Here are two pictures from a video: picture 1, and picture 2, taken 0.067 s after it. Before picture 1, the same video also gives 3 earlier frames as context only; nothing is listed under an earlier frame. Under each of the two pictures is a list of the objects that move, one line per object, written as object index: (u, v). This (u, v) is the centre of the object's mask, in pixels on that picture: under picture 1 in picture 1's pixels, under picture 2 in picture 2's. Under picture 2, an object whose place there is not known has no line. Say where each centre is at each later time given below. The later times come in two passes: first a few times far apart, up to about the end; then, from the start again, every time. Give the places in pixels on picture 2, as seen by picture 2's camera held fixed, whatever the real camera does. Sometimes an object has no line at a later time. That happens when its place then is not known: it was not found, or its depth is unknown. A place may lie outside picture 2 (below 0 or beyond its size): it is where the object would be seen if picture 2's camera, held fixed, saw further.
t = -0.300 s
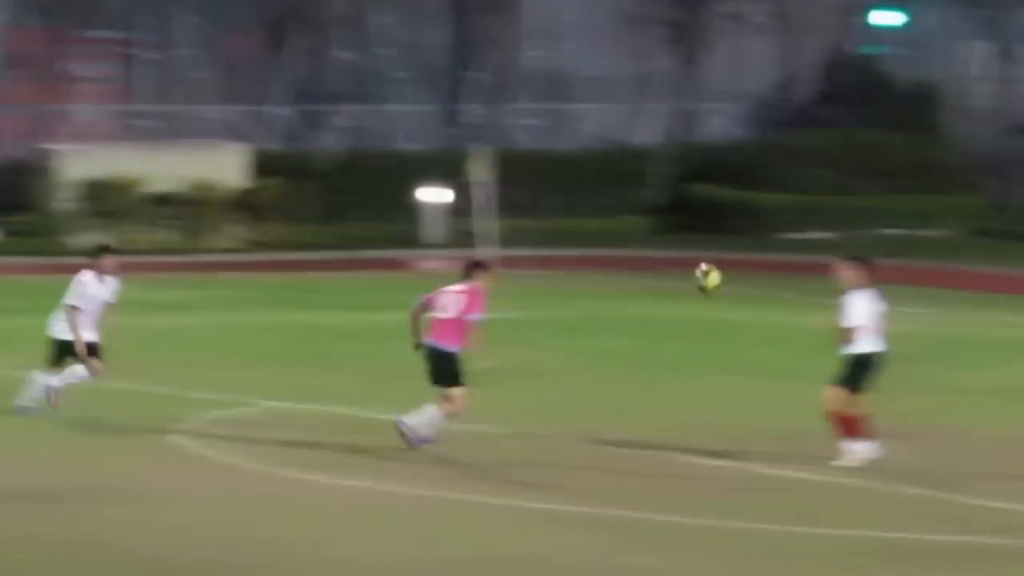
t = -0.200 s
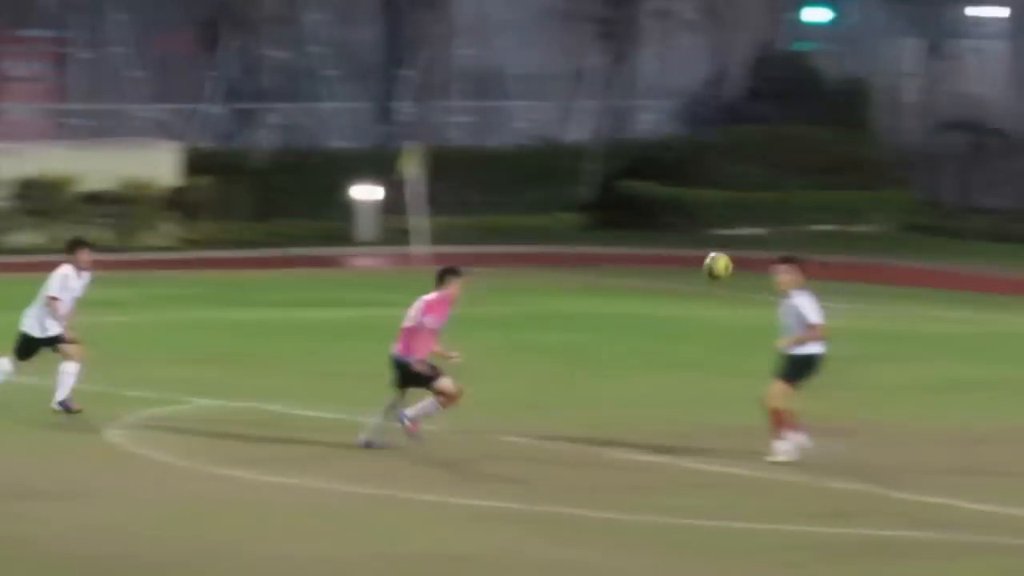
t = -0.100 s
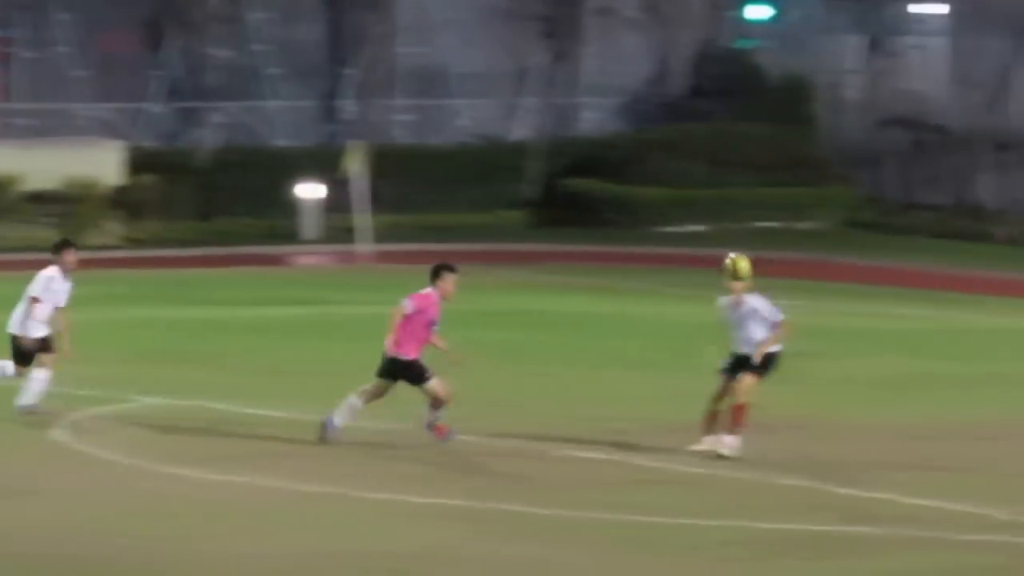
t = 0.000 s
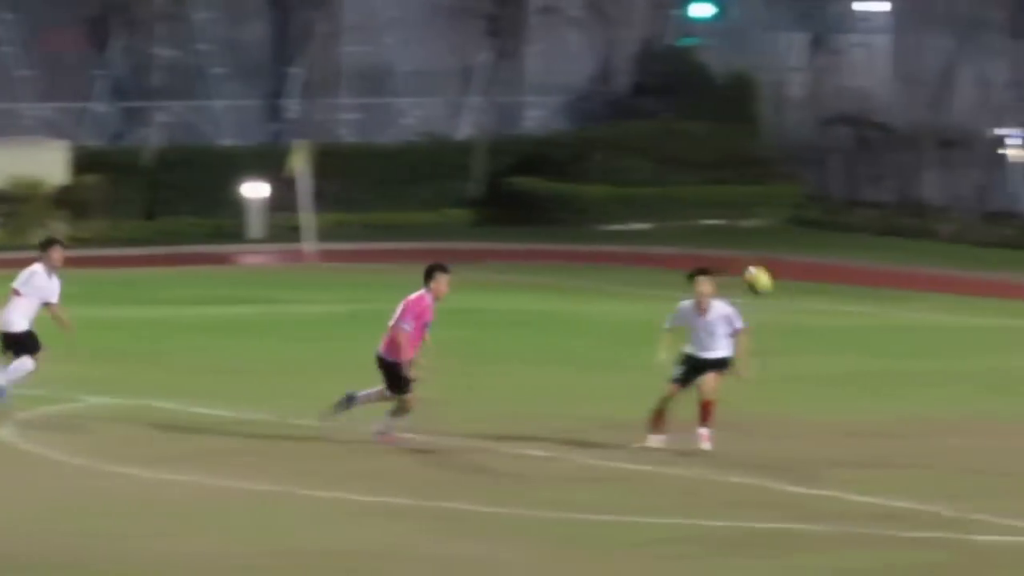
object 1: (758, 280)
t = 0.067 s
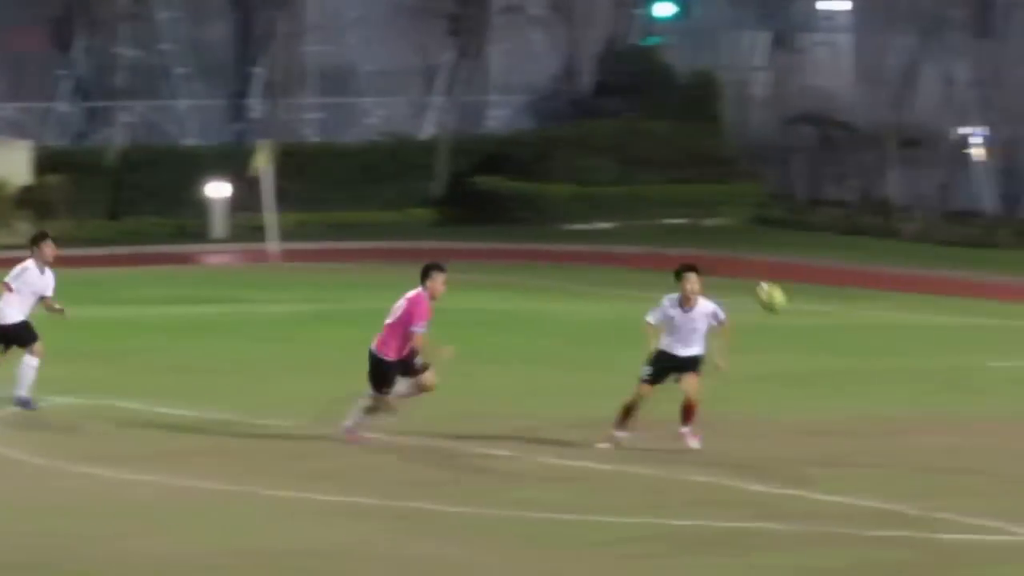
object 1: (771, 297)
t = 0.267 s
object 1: (920, 389)
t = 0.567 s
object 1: (1112, 420)
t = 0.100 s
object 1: (796, 308)
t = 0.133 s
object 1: (820, 322)
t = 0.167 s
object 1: (846, 335)
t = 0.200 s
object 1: (870, 351)
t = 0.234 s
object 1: (895, 369)
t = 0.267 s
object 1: (920, 389)
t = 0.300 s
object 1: (946, 410)
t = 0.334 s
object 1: (972, 432)
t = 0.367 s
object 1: (995, 453)
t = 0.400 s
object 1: (1022, 479)
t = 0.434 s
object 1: (1041, 476)
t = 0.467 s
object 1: (1059, 461)
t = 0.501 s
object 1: (1077, 447)
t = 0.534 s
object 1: (1094, 434)
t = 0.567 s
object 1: (1112, 420)
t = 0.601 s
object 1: (1131, 409)
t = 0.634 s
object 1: (1149, 400)
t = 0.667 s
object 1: (1166, 393)
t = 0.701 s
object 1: (1184, 386)
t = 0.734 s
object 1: (1203, 382)
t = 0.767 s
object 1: (1221, 378)
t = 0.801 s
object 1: (1241, 376)
